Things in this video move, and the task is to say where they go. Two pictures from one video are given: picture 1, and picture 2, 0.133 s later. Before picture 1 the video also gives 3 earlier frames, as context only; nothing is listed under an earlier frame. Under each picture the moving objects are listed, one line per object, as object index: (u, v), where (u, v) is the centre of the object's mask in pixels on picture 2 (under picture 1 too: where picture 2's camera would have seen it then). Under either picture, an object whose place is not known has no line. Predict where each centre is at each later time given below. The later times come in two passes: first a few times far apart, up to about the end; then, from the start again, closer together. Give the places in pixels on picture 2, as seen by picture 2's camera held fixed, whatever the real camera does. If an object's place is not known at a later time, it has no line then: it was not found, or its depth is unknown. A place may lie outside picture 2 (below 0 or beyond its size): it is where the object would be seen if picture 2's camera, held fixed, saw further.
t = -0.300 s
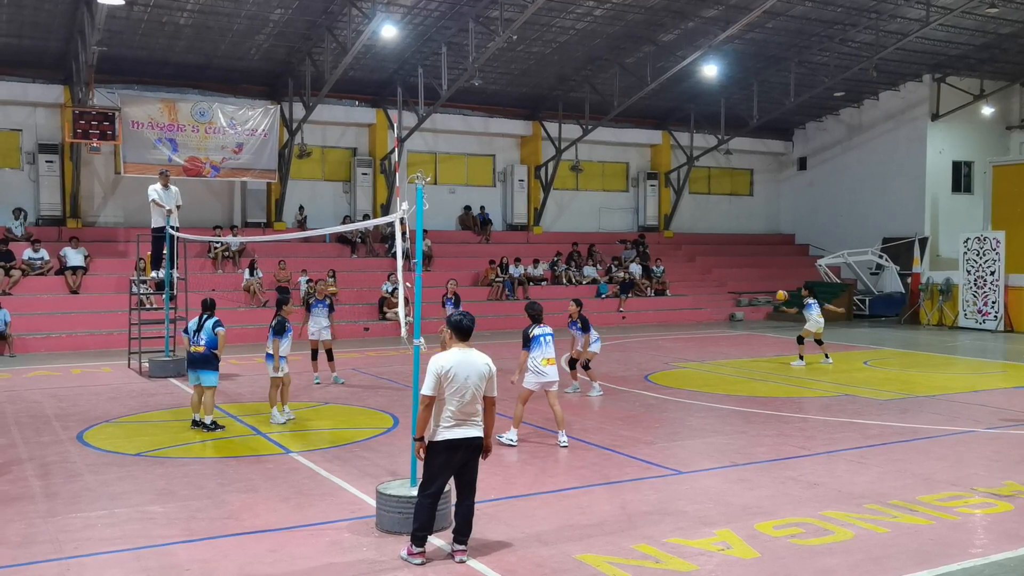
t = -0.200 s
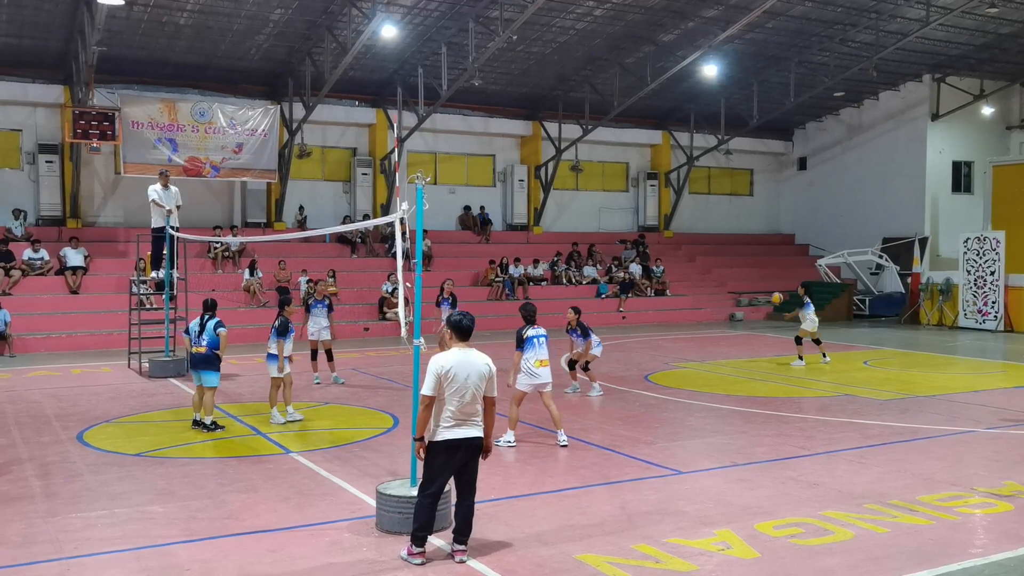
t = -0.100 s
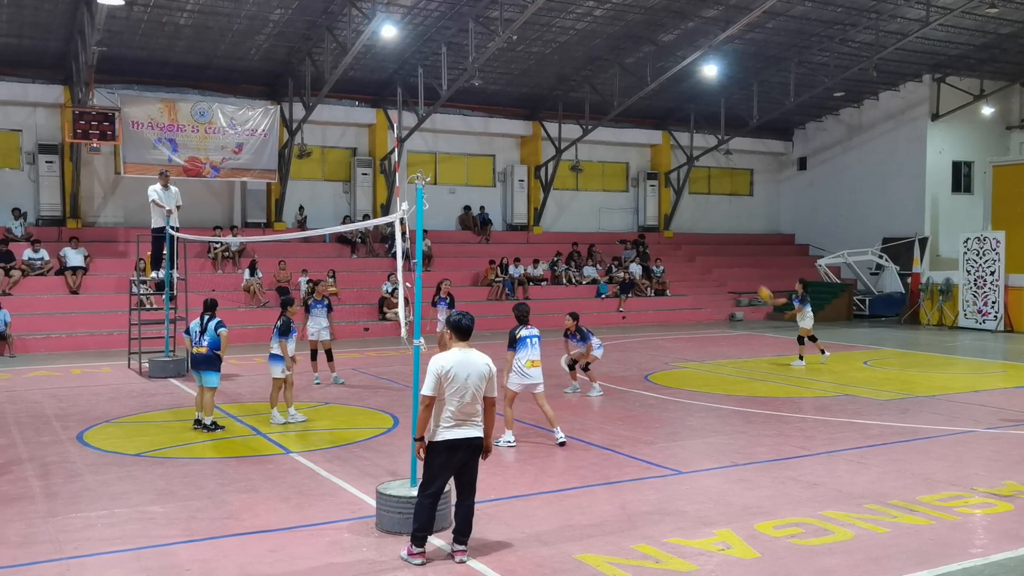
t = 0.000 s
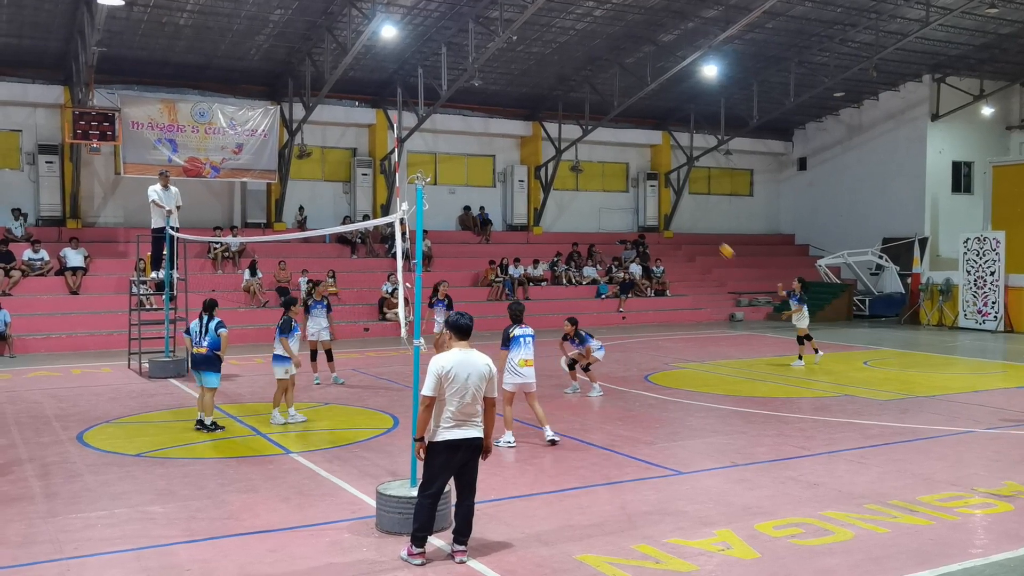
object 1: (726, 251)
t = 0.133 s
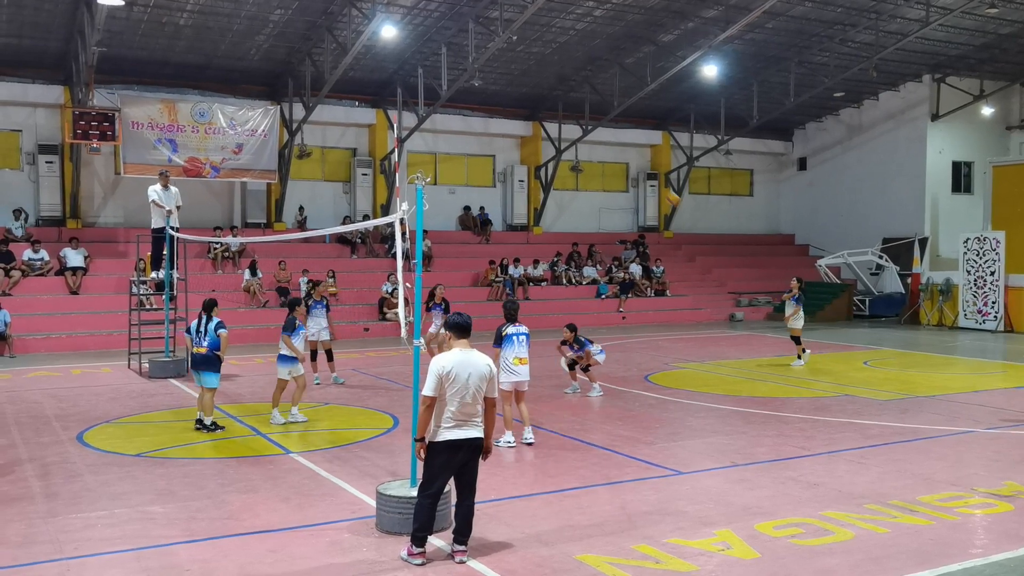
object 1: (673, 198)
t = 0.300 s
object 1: (597, 143)
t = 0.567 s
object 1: (456, 80)
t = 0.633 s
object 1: (418, 69)
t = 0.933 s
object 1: (222, 59)
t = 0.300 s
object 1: (597, 143)
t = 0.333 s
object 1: (580, 133)
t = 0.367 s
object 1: (563, 124)
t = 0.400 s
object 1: (546, 115)
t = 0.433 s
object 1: (529, 107)
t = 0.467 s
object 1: (512, 99)
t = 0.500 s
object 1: (495, 92)
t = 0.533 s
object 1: (475, 86)
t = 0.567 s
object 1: (456, 80)
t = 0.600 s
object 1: (437, 75)
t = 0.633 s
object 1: (418, 69)
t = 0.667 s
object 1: (399, 66)
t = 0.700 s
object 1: (379, 62)
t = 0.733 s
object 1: (358, 60)
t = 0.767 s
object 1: (337, 57)
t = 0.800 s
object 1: (315, 56)
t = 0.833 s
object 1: (293, 56)
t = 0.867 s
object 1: (270, 55)
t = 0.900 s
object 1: (247, 56)
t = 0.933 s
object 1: (222, 59)
